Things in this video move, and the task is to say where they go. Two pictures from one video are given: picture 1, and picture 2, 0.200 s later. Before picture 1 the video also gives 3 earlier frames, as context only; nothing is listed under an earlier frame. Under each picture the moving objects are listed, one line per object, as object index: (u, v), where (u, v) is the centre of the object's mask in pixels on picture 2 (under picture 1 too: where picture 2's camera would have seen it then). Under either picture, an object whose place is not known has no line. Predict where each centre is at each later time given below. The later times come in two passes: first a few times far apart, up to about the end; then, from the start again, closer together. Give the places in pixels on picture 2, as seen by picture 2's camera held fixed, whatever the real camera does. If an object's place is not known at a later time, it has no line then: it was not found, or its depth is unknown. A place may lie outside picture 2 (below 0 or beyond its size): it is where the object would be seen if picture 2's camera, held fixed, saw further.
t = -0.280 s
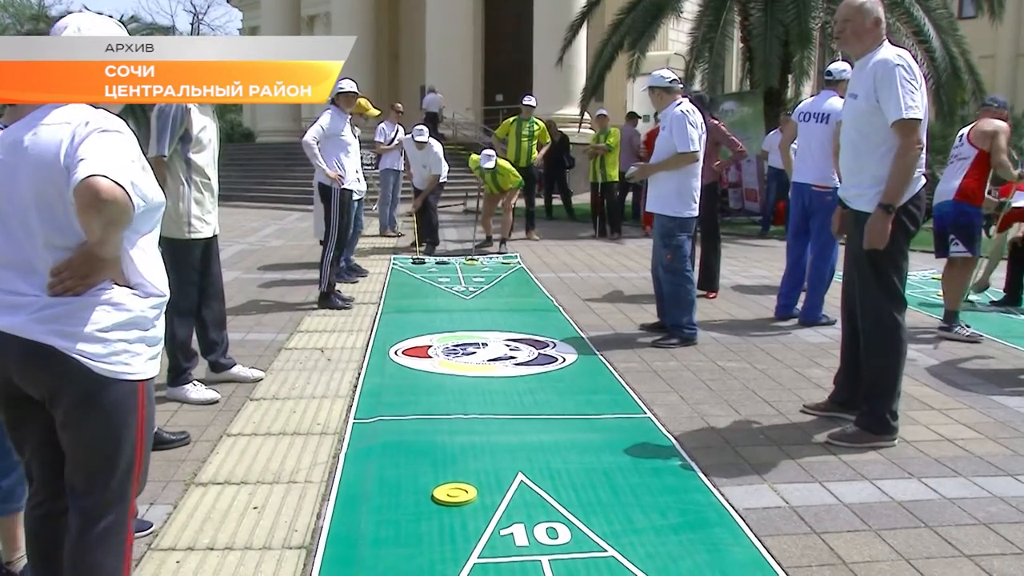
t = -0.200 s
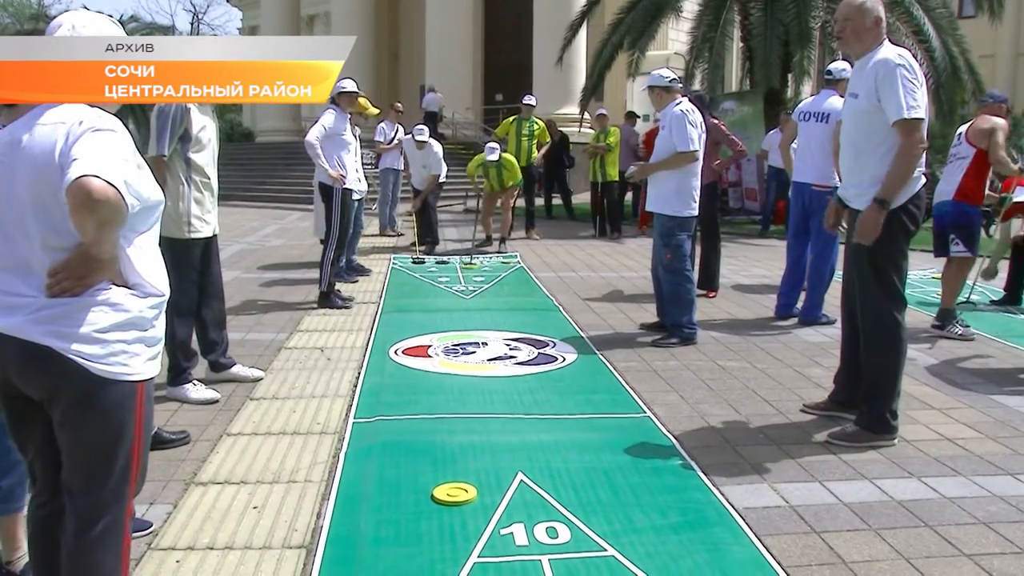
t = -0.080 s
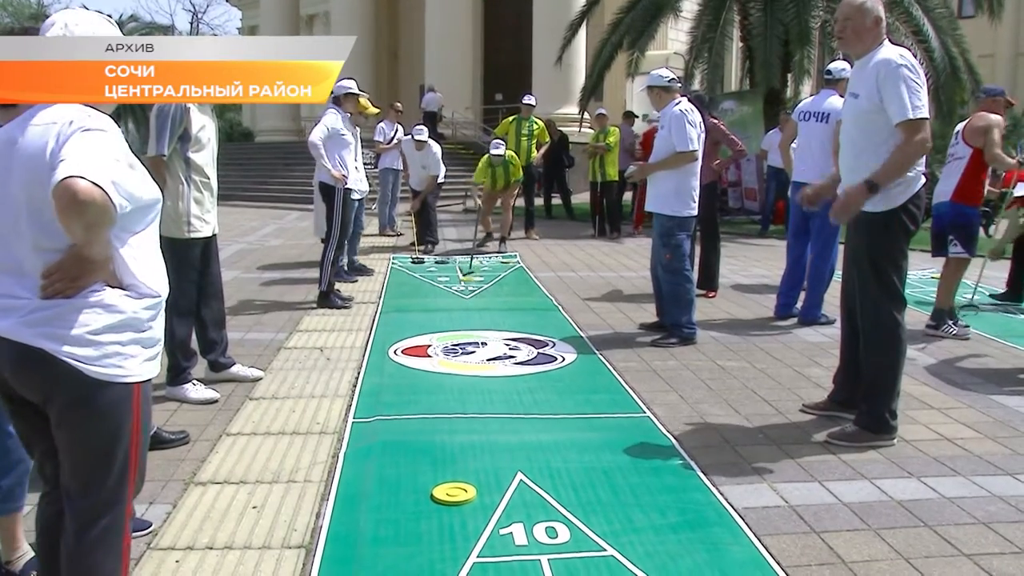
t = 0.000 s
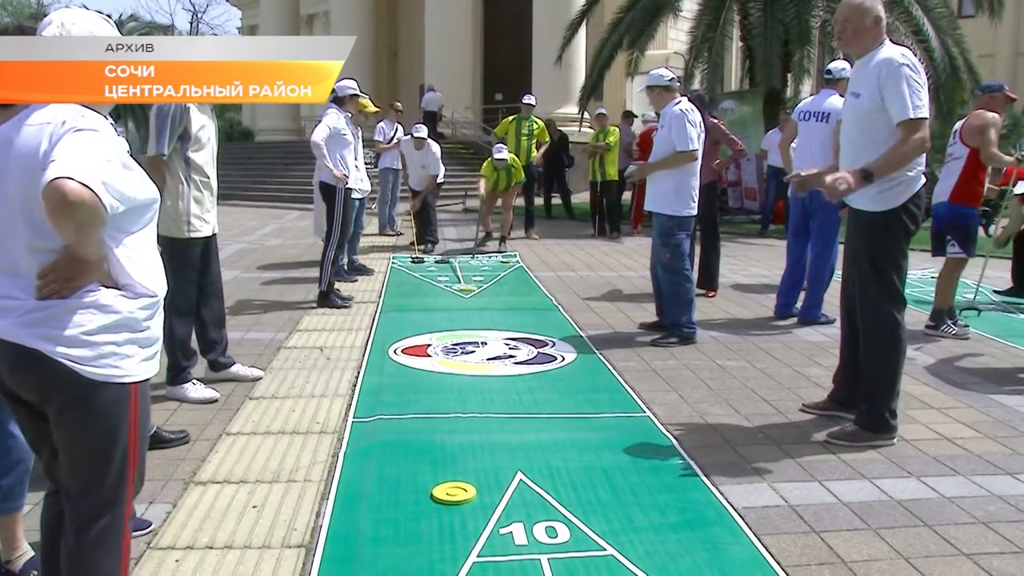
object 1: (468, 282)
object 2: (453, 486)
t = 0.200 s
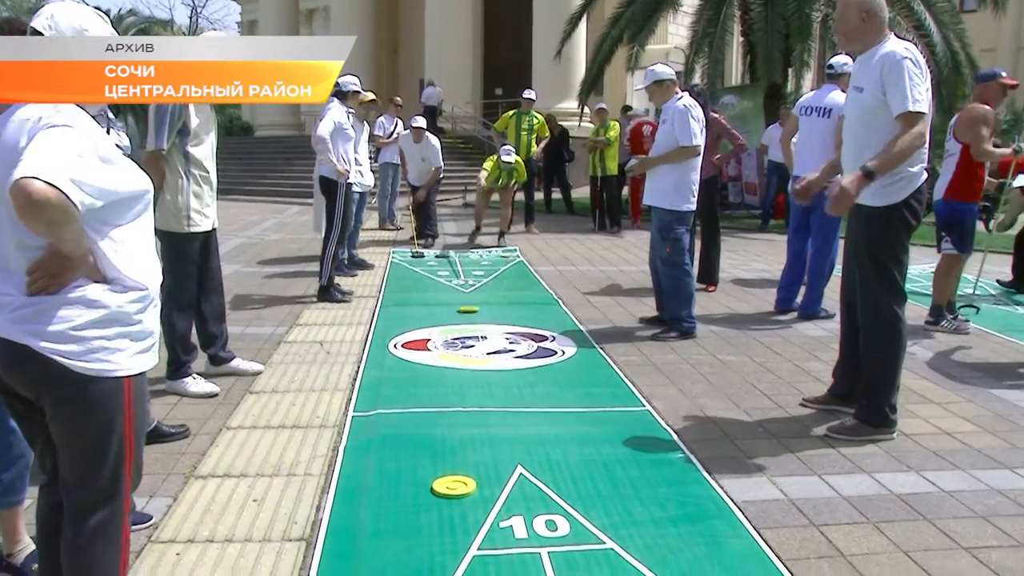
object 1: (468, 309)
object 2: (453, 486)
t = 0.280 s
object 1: (467, 322)
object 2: (453, 486)
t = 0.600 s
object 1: (468, 385)
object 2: (453, 484)
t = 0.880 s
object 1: (469, 447)
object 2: (453, 484)
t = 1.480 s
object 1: (499, 474)
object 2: (378, 586)
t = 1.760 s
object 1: (499, 474)
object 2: (370, 598)
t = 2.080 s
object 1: (499, 474)
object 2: (370, 598)
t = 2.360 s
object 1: (499, 474)
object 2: (370, 598)
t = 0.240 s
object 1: (468, 315)
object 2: (453, 486)
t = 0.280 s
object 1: (467, 322)
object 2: (453, 486)
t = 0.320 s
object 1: (467, 329)
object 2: (453, 486)
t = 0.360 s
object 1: (467, 336)
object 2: (453, 486)
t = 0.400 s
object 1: (467, 343)
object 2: (453, 486)
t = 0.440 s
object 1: (467, 351)
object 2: (453, 485)
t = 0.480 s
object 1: (467, 360)
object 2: (453, 485)
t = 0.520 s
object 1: (467, 368)
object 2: (453, 485)
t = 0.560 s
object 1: (468, 376)
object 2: (453, 485)
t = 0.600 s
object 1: (468, 385)
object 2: (453, 484)
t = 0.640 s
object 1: (468, 395)
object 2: (453, 484)
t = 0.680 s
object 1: (468, 404)
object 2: (453, 484)
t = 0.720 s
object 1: (469, 413)
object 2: (453, 485)
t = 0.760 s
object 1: (469, 421)
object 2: (453, 485)
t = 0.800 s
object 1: (469, 429)
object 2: (453, 485)
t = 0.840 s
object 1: (469, 437)
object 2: (453, 484)
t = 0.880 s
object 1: (469, 447)
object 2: (453, 484)
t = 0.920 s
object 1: (470, 460)
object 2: (453, 484)
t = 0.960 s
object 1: (472, 467)
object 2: (451, 487)
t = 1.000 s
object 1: (478, 468)
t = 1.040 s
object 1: (484, 469)
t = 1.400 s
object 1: (499, 474)
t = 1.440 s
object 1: (499, 474)
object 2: (382, 582)
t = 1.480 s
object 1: (499, 474)
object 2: (378, 586)
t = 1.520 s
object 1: (499, 474)
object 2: (375, 590)
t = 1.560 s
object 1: (499, 474)
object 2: (373, 593)
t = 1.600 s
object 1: (499, 474)
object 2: (371, 596)
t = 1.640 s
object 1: (499, 474)
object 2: (370, 597)
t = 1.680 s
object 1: (499, 474)
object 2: (370, 598)
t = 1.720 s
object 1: (499, 474)
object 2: (370, 598)
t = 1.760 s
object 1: (499, 474)
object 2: (370, 598)
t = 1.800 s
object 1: (499, 474)
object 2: (370, 598)
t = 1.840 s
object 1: (499, 474)
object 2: (370, 598)
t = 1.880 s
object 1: (499, 474)
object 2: (370, 598)
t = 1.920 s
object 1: (499, 474)
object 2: (370, 598)
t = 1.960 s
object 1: (499, 474)
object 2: (370, 598)
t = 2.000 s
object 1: (499, 474)
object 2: (370, 598)
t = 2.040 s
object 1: (499, 474)
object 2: (370, 598)
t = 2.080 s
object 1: (499, 474)
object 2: (370, 598)
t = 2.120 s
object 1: (499, 474)
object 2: (370, 598)
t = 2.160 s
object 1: (499, 474)
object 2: (370, 598)
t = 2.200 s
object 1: (499, 474)
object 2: (370, 598)
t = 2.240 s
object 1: (499, 474)
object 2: (370, 598)
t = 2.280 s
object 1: (499, 474)
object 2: (370, 598)
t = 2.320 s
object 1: (499, 474)
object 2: (370, 598)
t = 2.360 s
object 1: (499, 474)
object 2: (370, 598)
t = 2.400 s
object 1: (499, 474)
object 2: (370, 598)
